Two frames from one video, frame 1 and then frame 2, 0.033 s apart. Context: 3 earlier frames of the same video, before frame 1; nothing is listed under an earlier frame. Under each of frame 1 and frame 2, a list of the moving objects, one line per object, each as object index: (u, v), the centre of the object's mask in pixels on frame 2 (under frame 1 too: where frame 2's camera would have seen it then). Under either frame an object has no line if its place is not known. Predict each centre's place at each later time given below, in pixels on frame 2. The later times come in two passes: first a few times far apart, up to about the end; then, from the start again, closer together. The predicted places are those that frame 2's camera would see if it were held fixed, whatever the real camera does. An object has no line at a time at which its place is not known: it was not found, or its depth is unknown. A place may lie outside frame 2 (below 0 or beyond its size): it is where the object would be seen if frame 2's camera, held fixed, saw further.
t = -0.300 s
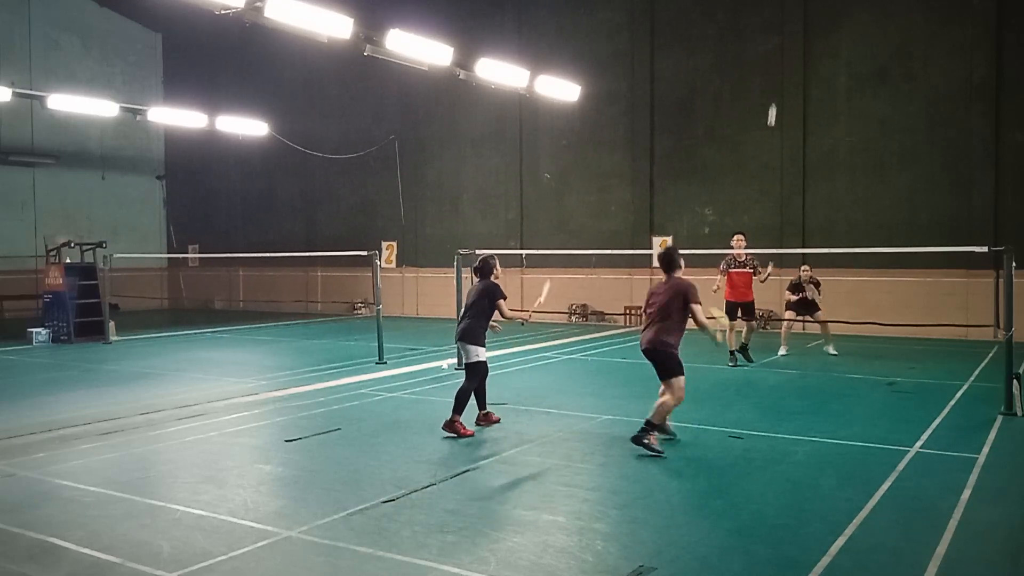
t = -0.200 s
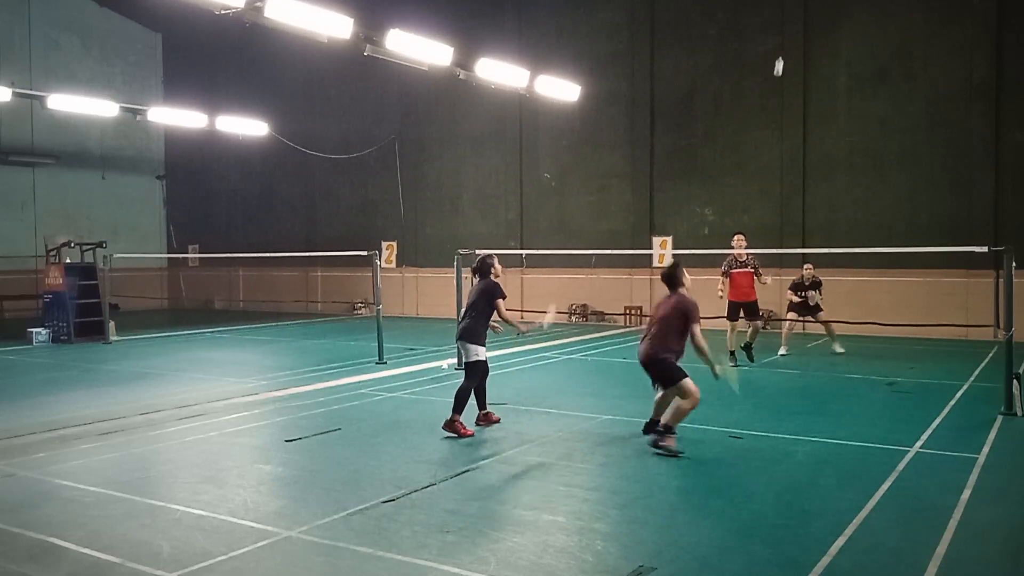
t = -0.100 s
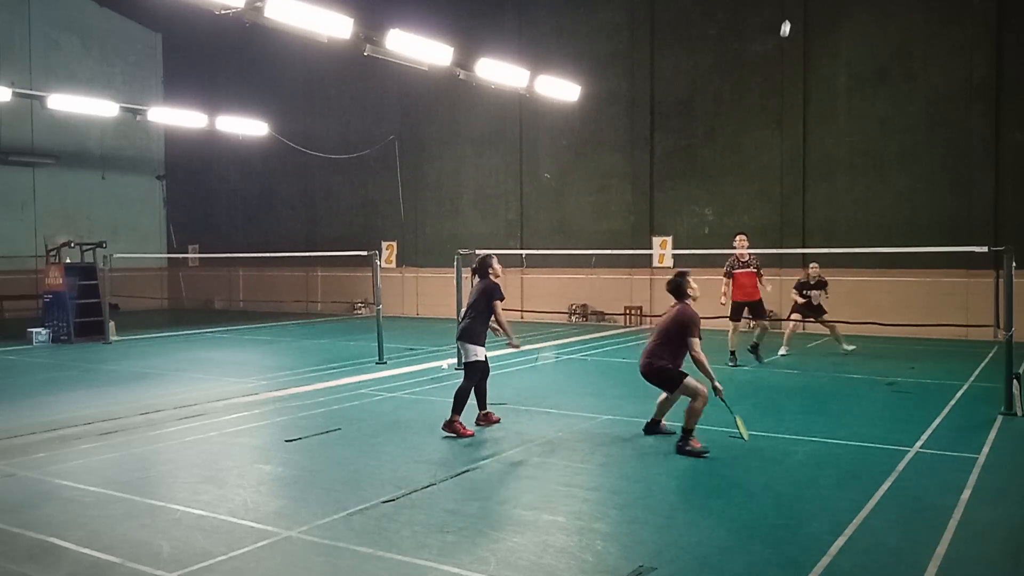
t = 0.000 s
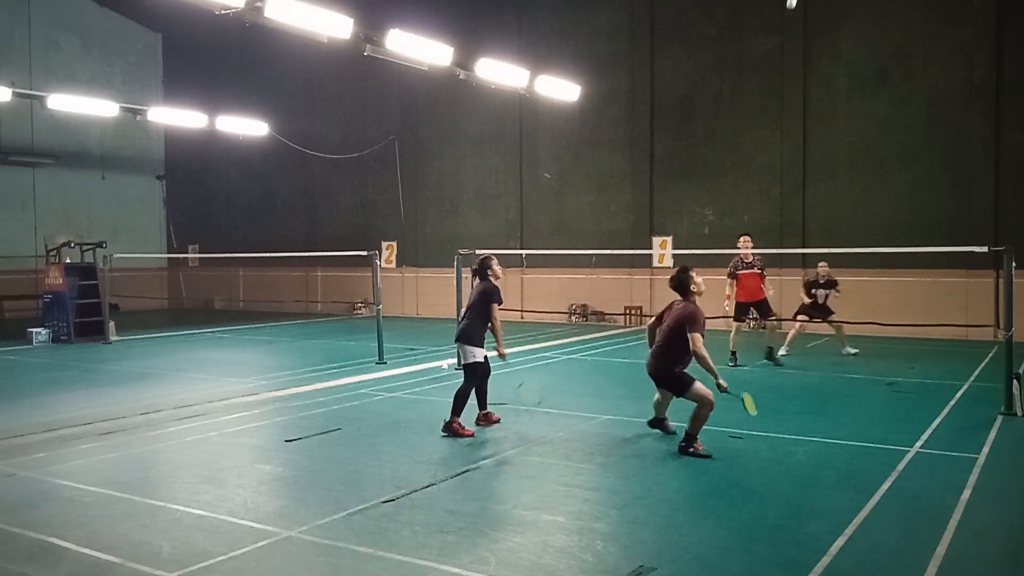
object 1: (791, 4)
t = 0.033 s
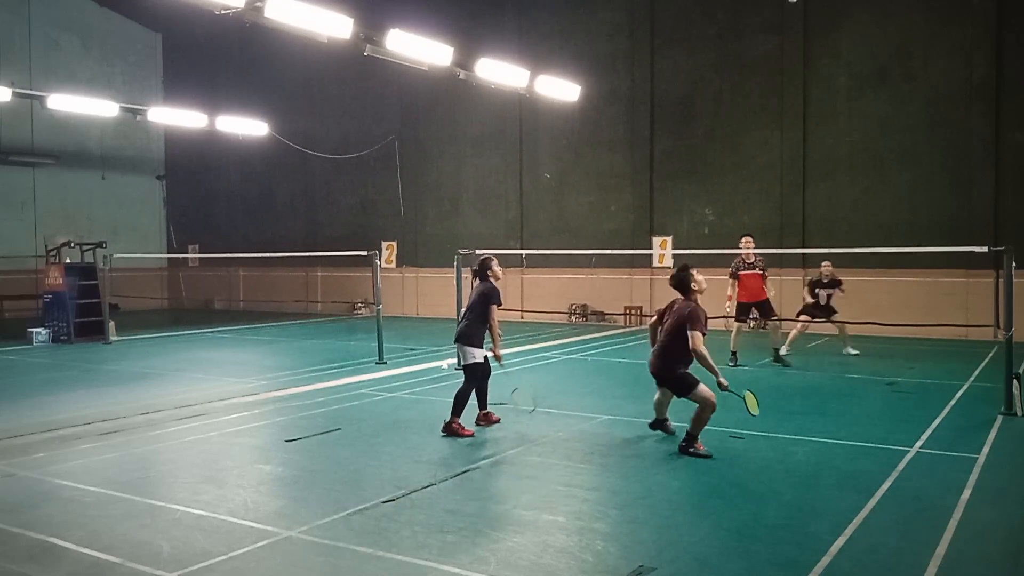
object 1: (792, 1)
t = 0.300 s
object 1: (807, 1)
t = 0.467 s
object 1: (811, 53)
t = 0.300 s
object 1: (807, 1)
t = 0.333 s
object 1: (808, 5)
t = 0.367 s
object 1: (809, 12)
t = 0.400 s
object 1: (810, 23)
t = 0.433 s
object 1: (811, 37)
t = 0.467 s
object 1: (811, 53)
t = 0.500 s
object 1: (812, 71)
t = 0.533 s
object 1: (812, 91)
